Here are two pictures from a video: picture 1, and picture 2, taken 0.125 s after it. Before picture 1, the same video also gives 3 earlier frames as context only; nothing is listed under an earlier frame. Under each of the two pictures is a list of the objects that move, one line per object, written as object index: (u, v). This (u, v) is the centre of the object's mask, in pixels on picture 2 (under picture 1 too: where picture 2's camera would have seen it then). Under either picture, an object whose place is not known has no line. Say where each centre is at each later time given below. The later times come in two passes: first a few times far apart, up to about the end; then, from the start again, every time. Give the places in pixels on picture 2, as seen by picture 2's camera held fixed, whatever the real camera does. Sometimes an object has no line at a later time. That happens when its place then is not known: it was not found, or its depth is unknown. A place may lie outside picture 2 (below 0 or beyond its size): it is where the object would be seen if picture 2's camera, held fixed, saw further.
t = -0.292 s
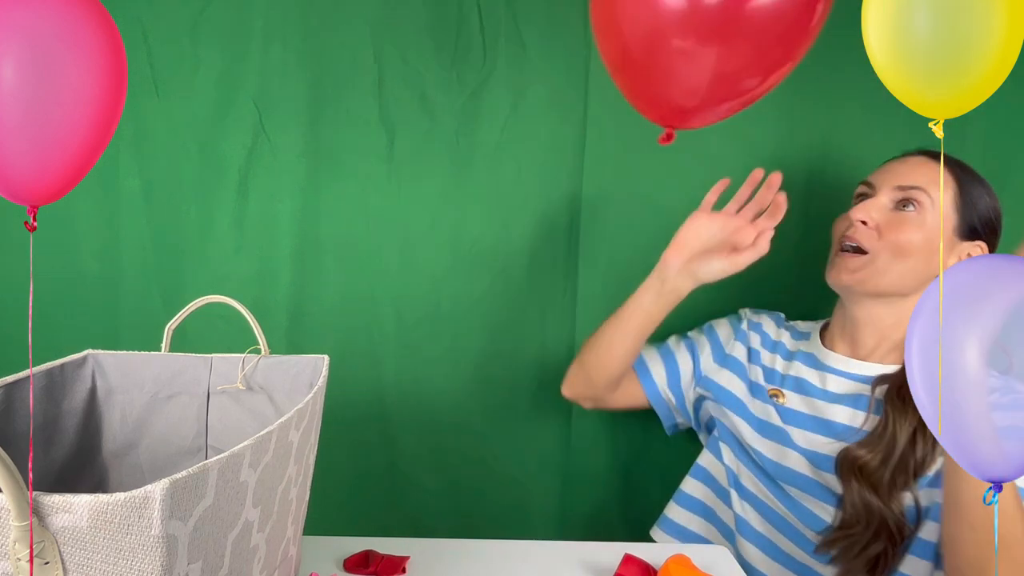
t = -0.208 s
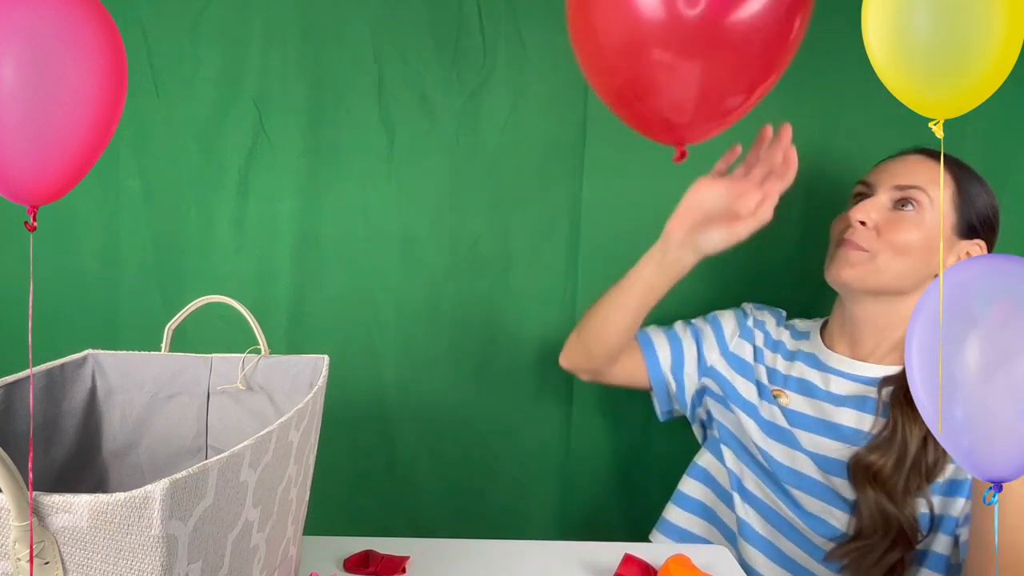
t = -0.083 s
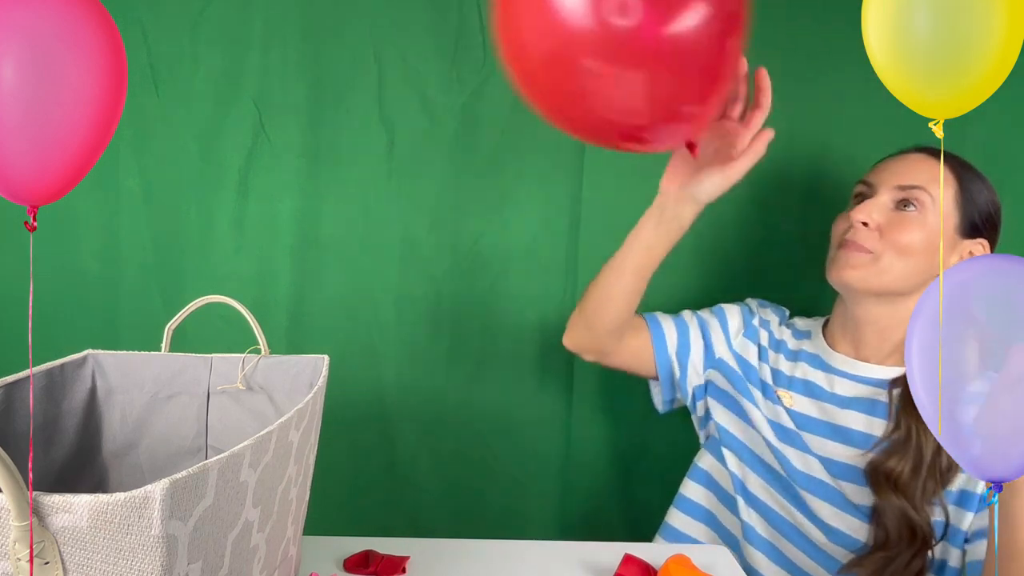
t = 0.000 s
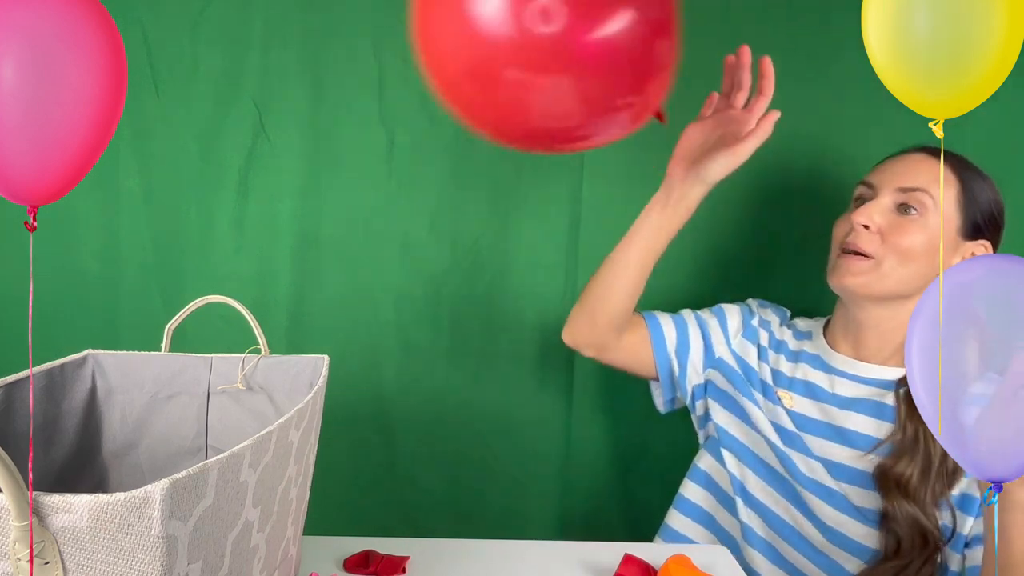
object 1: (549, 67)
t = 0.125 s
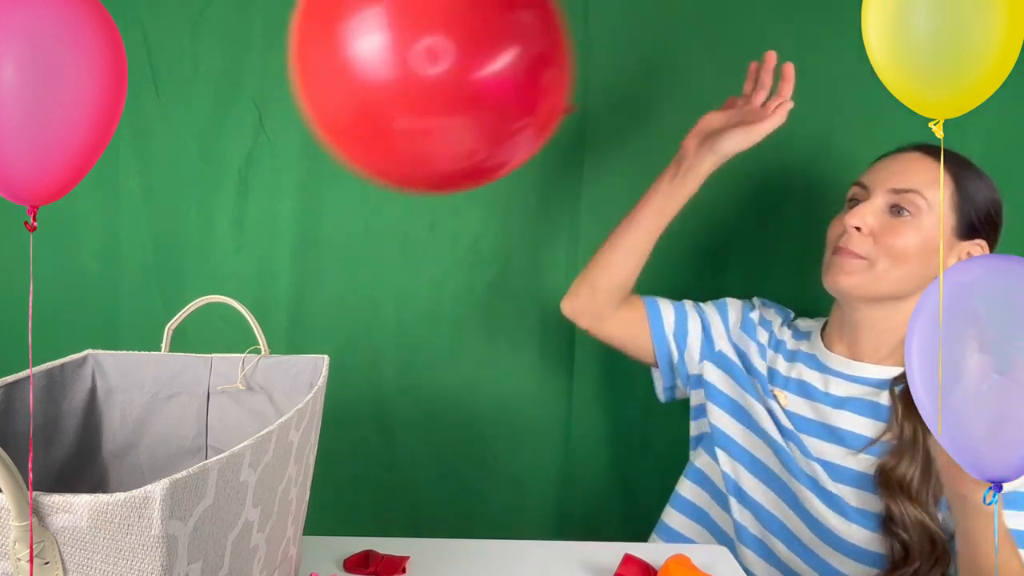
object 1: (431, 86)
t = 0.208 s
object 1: (354, 111)
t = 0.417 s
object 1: (193, 265)
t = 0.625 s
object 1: (116, 410)
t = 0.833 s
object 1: (112, 407)
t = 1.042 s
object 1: (112, 400)
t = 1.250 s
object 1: (117, 421)
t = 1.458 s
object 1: (117, 418)
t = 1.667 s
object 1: (124, 424)
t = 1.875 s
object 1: (110, 430)
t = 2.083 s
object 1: (115, 436)
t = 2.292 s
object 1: (110, 441)
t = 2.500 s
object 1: (109, 443)
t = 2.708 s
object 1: (109, 442)
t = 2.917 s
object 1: (110, 441)
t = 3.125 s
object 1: (111, 440)
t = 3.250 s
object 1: (111, 440)
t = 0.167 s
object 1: (392, 97)
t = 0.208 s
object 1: (354, 111)
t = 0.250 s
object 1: (316, 129)
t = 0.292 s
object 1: (281, 156)
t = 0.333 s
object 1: (248, 190)
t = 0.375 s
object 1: (219, 226)
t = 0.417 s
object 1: (193, 265)
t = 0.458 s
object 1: (167, 306)
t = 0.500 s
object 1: (155, 343)
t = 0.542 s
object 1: (144, 368)
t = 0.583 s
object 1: (124, 390)
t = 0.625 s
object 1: (116, 410)
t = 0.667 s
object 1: (120, 427)
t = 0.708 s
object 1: (116, 422)
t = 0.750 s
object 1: (112, 416)
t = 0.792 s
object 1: (95, 410)
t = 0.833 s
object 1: (112, 407)
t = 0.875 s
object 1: (115, 402)
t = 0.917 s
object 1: (105, 398)
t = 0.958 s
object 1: (108, 397)
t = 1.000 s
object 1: (110, 398)
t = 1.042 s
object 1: (112, 400)
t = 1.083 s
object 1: (125, 404)
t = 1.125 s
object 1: (114, 409)
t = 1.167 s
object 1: (125, 414)
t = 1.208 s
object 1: (116, 420)
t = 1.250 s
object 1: (117, 421)
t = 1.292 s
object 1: (117, 419)
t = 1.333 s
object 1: (127, 417)
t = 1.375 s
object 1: (126, 416)
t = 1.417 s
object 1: (126, 416)
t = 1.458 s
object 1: (117, 418)
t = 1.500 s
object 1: (116, 419)
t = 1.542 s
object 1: (116, 421)
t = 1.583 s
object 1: (126, 422)
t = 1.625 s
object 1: (115, 424)
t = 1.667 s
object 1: (124, 424)
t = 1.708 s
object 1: (123, 426)
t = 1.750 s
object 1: (122, 426)
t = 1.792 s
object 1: (121, 428)
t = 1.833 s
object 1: (121, 429)
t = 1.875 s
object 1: (110, 430)
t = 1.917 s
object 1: (109, 431)
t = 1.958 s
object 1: (117, 432)
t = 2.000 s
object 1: (117, 433)
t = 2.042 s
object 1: (116, 435)
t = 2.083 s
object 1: (115, 436)
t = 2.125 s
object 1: (113, 437)
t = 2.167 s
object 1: (112, 438)
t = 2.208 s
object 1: (112, 439)
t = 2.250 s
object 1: (110, 440)
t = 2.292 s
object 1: (110, 441)
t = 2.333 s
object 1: (109, 442)
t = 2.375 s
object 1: (109, 442)
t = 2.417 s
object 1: (109, 443)
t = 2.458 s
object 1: (109, 443)
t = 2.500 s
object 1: (109, 443)
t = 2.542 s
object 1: (109, 443)
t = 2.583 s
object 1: (109, 442)
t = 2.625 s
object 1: (109, 442)
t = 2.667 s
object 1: (109, 442)
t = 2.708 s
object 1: (109, 442)
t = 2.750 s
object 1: (109, 442)
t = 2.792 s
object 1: (110, 441)
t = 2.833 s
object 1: (110, 441)
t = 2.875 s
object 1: (110, 441)
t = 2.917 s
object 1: (110, 441)
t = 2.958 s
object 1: (110, 441)
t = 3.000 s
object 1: (110, 440)
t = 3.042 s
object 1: (110, 440)
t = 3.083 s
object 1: (111, 440)
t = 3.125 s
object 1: (111, 440)
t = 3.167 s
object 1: (111, 440)
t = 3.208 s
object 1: (111, 440)
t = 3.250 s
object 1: (111, 440)
